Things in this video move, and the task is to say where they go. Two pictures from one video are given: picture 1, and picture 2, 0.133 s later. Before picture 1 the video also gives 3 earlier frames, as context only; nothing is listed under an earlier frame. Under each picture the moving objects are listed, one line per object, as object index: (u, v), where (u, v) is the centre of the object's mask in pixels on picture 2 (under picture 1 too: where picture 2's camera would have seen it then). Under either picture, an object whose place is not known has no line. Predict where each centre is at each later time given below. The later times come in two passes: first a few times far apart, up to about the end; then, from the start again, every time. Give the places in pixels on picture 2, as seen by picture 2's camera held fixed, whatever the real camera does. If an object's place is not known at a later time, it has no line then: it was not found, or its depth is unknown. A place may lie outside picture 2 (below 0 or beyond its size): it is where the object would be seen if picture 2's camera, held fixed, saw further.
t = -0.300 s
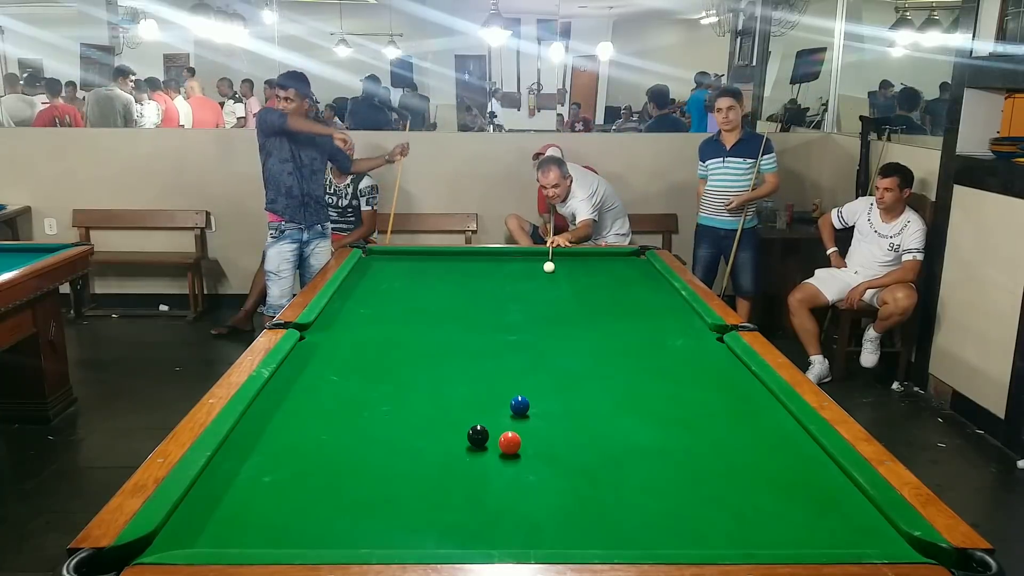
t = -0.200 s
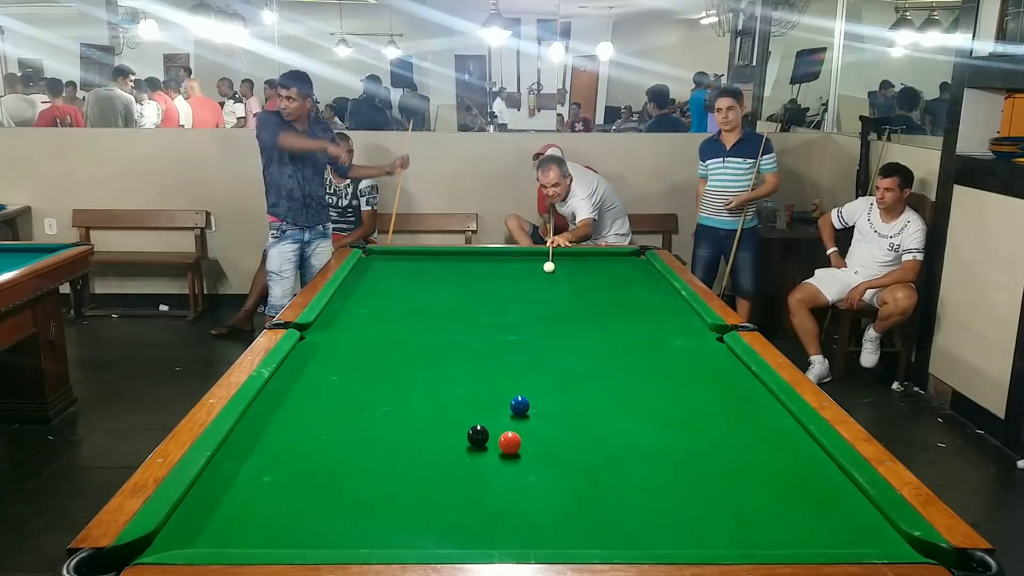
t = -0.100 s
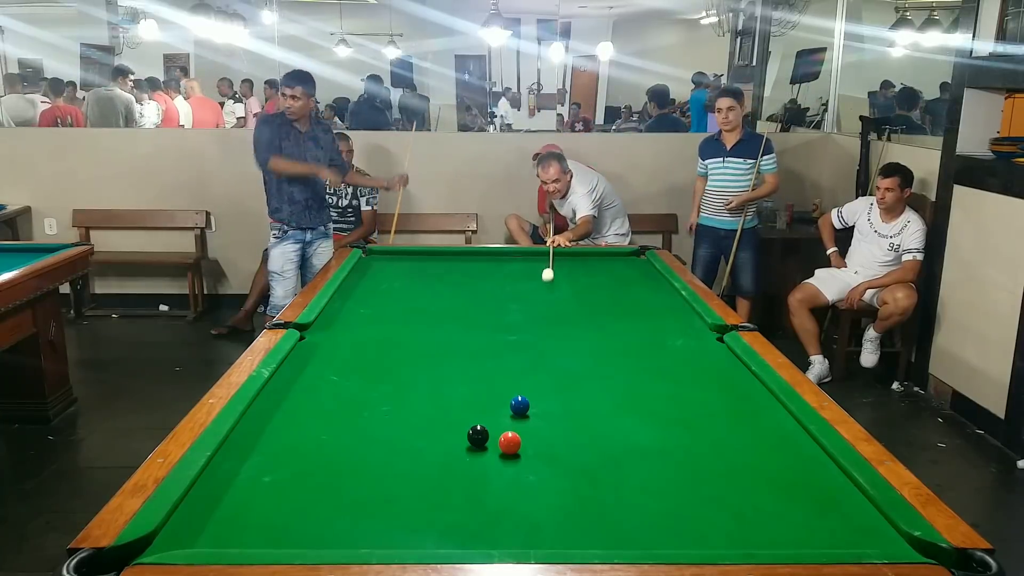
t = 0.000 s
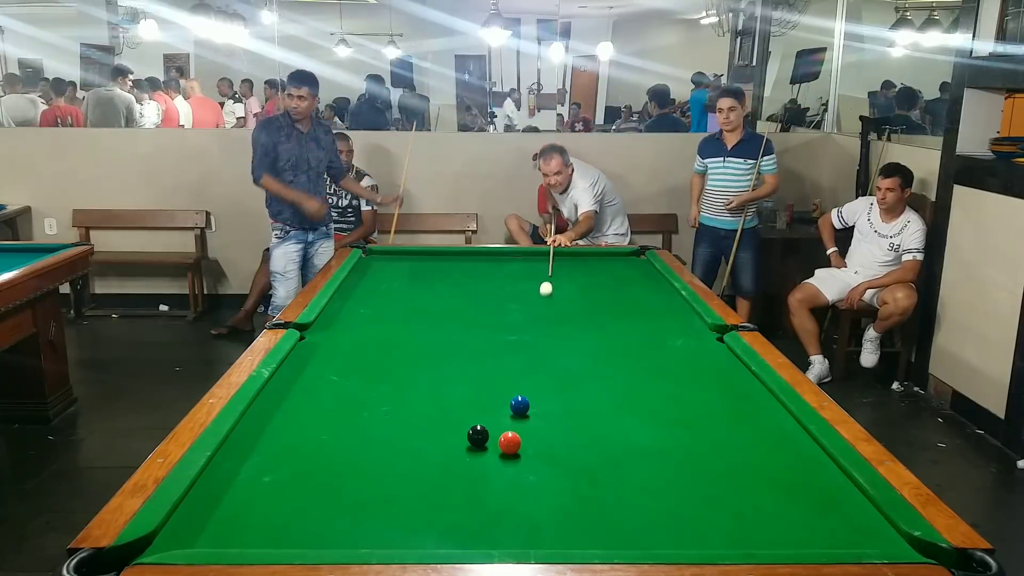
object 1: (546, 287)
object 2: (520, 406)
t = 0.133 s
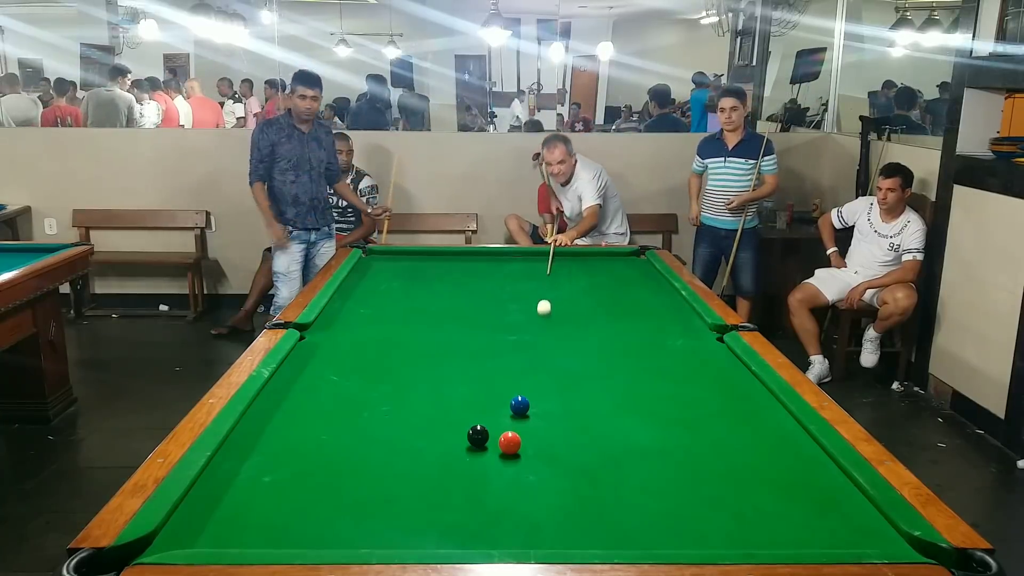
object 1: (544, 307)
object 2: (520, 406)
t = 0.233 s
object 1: (543, 323)
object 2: (520, 406)
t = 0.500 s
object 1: (539, 376)
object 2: (520, 406)
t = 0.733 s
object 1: (574, 437)
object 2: (487, 412)
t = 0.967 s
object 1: (653, 525)
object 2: (436, 422)
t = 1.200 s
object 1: (692, 484)
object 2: (385, 431)
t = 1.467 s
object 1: (711, 423)
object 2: (326, 442)
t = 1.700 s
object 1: (724, 383)
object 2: (276, 452)
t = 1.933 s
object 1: (724, 354)
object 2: (226, 461)
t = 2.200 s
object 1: (684, 330)
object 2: (246, 467)
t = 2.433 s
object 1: (655, 314)
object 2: (272, 471)
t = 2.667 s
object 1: (631, 299)
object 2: (295, 476)
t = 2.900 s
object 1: (611, 287)
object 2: (315, 479)
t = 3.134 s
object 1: (593, 277)
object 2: (333, 482)
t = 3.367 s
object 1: (579, 267)
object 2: (348, 485)
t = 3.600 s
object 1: (566, 259)
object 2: (360, 486)
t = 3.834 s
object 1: (555, 253)
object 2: (370, 487)
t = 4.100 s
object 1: (548, 259)
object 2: (378, 488)
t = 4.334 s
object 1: (542, 264)
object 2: (382, 489)
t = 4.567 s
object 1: (536, 268)
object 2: (383, 489)
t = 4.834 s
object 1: (528, 274)
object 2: (383, 489)
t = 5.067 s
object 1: (523, 279)
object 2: (383, 489)
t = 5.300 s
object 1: (517, 283)
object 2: (383, 489)
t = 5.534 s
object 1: (512, 288)
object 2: (383, 489)
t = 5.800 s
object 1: (506, 293)
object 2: (383, 489)
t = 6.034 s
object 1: (501, 297)
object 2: (383, 489)
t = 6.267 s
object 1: (497, 300)
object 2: (383, 489)
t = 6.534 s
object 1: (493, 304)
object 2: (383, 489)
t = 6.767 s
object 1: (490, 307)
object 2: (383, 489)
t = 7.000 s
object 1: (487, 310)
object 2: (383, 488)
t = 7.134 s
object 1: (486, 311)
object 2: (383, 488)
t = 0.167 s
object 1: (543, 312)
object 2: (520, 406)
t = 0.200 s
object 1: (543, 317)
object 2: (520, 406)
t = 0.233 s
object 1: (543, 323)
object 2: (520, 406)
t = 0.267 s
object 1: (542, 328)
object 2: (520, 406)
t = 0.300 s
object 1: (542, 334)
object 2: (520, 406)
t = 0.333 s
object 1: (541, 340)
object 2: (520, 406)
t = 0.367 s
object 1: (541, 347)
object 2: (520, 406)
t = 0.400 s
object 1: (540, 353)
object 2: (520, 406)
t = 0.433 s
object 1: (540, 361)
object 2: (520, 406)
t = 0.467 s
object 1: (539, 368)
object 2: (520, 406)
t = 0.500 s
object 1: (539, 376)
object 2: (520, 406)
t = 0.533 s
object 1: (538, 385)
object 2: (520, 406)
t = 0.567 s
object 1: (538, 393)
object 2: (520, 406)
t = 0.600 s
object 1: (539, 402)
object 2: (519, 406)
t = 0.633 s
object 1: (547, 410)
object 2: (510, 408)
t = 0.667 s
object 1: (556, 419)
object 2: (501, 409)
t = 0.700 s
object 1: (565, 428)
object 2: (494, 410)
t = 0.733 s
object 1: (574, 437)
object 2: (487, 412)
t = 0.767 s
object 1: (583, 448)
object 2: (479, 413)
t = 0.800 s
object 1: (593, 459)
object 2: (472, 415)
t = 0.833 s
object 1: (603, 471)
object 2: (465, 416)
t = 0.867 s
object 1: (615, 483)
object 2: (458, 417)
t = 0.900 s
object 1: (627, 497)
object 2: (450, 419)
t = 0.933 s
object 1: (640, 511)
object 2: (443, 420)
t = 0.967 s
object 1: (653, 525)
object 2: (436, 422)
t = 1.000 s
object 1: (666, 537)
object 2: (429, 423)
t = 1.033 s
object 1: (676, 536)
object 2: (421, 424)
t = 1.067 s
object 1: (680, 526)
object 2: (414, 426)
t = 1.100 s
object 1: (683, 514)
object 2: (407, 427)
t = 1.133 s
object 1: (686, 504)
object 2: (400, 428)
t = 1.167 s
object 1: (689, 494)
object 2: (392, 430)
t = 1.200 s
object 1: (692, 484)
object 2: (385, 431)
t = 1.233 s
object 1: (695, 475)
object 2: (378, 433)
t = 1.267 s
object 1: (697, 466)
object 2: (370, 434)
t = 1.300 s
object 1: (700, 458)
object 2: (363, 436)
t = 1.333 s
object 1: (702, 450)
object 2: (355, 437)
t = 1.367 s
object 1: (705, 443)
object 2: (348, 438)
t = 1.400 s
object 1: (707, 436)
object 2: (341, 440)
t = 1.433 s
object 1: (709, 429)
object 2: (334, 441)
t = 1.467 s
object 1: (711, 423)
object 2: (326, 442)
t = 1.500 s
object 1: (713, 416)
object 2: (319, 444)
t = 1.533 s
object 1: (715, 410)
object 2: (312, 445)
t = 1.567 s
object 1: (717, 404)
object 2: (304, 446)
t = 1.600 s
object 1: (719, 399)
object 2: (297, 448)
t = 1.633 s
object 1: (721, 394)
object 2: (290, 450)
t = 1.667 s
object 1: (722, 388)
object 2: (283, 451)
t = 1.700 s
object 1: (724, 383)
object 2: (276, 452)
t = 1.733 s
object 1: (726, 379)
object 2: (268, 453)
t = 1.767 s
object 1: (727, 374)
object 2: (261, 455)
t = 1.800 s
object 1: (728, 370)
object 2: (254, 456)
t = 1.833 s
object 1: (730, 365)
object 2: (247, 458)
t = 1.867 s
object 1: (731, 361)
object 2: (239, 459)
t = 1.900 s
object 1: (730, 357)
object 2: (233, 460)
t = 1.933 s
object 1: (724, 354)
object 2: (226, 461)
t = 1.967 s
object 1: (718, 351)
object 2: (220, 463)
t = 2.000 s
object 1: (713, 348)
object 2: (223, 463)
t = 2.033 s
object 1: (708, 345)
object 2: (227, 464)
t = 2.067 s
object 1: (703, 342)
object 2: (231, 465)
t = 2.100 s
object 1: (698, 339)
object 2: (234, 465)
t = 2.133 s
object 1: (693, 336)
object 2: (238, 466)
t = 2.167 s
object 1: (688, 333)
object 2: (242, 467)
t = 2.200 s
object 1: (684, 330)
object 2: (246, 467)
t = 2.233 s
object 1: (679, 328)
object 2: (250, 468)
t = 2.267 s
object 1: (675, 325)
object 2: (254, 469)
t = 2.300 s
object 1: (671, 323)
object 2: (258, 469)
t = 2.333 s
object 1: (666, 320)
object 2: (261, 470)
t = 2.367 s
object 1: (663, 318)
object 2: (265, 471)
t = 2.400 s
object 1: (659, 316)
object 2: (268, 471)
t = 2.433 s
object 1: (655, 314)
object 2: (272, 471)
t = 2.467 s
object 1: (651, 311)
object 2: (275, 472)
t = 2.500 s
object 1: (648, 309)
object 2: (278, 473)
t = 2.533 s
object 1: (644, 307)
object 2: (282, 473)
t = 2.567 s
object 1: (641, 305)
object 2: (285, 474)
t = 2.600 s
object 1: (637, 303)
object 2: (288, 475)
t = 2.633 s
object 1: (634, 301)
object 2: (292, 475)
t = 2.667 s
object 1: (631, 299)
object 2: (295, 476)
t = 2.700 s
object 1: (628, 297)
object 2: (298, 476)
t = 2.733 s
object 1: (625, 296)
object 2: (301, 477)
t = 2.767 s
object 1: (622, 294)
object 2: (304, 477)
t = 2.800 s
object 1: (619, 292)
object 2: (307, 478)
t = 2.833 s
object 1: (616, 290)
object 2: (310, 478)
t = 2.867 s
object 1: (613, 289)
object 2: (312, 479)
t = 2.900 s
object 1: (611, 287)
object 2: (315, 479)
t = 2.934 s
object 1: (608, 285)
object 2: (318, 480)
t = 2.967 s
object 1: (606, 284)
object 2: (320, 480)
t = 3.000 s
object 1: (603, 282)
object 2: (323, 481)
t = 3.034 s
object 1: (601, 281)
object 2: (326, 481)
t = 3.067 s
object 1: (598, 279)
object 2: (328, 482)
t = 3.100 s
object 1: (596, 278)
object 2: (330, 482)
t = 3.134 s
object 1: (593, 277)
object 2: (333, 482)
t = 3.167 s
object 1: (591, 275)
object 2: (335, 483)
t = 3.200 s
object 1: (589, 274)
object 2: (337, 483)
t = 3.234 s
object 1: (587, 273)
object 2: (340, 483)
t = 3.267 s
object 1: (585, 271)
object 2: (342, 484)
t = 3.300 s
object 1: (583, 270)
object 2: (344, 484)
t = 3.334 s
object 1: (581, 269)
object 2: (346, 484)
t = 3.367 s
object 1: (579, 267)
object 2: (348, 485)
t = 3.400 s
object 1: (577, 266)
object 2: (350, 485)
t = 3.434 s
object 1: (575, 265)
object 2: (351, 485)
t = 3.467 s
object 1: (573, 264)
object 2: (353, 485)
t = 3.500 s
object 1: (571, 263)
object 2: (355, 486)
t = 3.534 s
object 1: (570, 262)
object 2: (357, 486)
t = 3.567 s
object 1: (568, 261)
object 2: (359, 486)
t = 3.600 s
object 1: (566, 259)
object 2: (360, 486)
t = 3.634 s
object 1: (564, 258)
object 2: (362, 486)
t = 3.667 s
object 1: (563, 257)
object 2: (363, 487)
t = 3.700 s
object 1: (561, 256)
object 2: (365, 487)
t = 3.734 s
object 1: (560, 255)
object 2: (366, 487)
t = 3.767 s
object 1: (558, 254)
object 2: (368, 487)
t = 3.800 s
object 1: (557, 253)
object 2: (369, 487)
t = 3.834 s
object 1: (555, 253)
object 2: (370, 487)
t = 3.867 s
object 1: (554, 254)
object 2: (371, 488)
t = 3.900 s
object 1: (553, 254)
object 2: (372, 488)
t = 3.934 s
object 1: (552, 255)
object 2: (374, 488)
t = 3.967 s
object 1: (551, 256)
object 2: (375, 488)
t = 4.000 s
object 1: (551, 257)
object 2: (376, 488)
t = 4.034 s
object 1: (550, 257)
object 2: (376, 488)
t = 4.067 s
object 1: (549, 258)
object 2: (377, 488)
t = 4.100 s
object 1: (548, 259)
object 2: (378, 488)
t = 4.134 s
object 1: (547, 259)
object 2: (379, 488)
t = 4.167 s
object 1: (546, 260)
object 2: (380, 488)
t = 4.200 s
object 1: (545, 261)
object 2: (380, 489)
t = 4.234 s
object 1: (544, 261)
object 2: (381, 488)
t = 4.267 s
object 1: (544, 262)
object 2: (381, 489)
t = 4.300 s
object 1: (542, 263)
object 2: (382, 489)
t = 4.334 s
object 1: (542, 264)
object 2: (382, 489)
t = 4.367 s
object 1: (541, 264)
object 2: (382, 489)
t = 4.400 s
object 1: (540, 265)
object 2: (383, 489)
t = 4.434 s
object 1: (539, 266)
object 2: (383, 489)
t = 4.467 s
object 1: (538, 266)
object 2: (383, 489)
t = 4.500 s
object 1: (537, 267)
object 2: (383, 489)
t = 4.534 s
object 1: (536, 268)
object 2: (383, 489)
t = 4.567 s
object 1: (536, 268)
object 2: (383, 489)
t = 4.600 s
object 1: (535, 269)
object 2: (383, 489)
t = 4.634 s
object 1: (534, 270)
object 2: (383, 489)
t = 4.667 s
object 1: (533, 271)
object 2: (383, 489)
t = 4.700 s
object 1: (532, 271)
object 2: (383, 489)
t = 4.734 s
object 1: (531, 272)
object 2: (383, 489)
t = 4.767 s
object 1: (530, 273)
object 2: (383, 489)
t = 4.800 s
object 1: (529, 273)
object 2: (383, 489)
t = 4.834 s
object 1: (528, 274)
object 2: (383, 489)
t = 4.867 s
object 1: (528, 275)
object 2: (383, 489)
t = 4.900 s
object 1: (527, 275)
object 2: (383, 489)
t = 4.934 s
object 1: (526, 276)
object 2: (383, 489)
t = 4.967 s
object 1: (525, 277)
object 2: (383, 489)
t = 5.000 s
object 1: (524, 277)
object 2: (383, 489)
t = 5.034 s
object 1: (523, 278)
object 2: (383, 489)
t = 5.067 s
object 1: (523, 279)
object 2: (383, 489)
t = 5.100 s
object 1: (522, 279)
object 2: (383, 489)
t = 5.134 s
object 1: (521, 280)
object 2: (383, 489)
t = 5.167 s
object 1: (520, 281)
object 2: (383, 489)
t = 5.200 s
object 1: (519, 281)
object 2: (383, 489)
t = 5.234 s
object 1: (519, 282)
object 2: (383, 489)
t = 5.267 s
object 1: (518, 283)
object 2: (383, 489)
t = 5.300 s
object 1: (517, 283)
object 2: (383, 489)
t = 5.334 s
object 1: (516, 284)
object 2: (383, 489)
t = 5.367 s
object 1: (516, 285)
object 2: (383, 489)
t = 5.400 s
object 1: (515, 285)
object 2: (383, 489)
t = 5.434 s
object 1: (514, 286)
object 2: (383, 489)
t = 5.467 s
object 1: (513, 287)
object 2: (383, 489)
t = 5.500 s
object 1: (513, 287)
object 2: (383, 489)
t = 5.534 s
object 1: (512, 288)
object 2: (383, 489)
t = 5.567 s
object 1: (511, 289)
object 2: (383, 489)
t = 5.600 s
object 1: (510, 289)
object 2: (383, 489)
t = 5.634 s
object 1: (509, 290)
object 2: (383, 489)
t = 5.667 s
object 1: (509, 290)
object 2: (383, 489)
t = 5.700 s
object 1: (508, 291)
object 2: (383, 489)
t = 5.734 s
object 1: (507, 292)
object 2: (383, 489)
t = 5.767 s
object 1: (507, 292)
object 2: (383, 489)
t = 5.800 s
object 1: (506, 293)
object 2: (383, 489)
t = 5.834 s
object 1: (505, 293)
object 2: (383, 489)
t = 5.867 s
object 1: (505, 294)
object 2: (383, 489)
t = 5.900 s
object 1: (504, 295)
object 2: (383, 489)
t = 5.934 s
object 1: (503, 295)
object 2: (383, 489)
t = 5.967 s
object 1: (503, 296)
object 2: (383, 489)
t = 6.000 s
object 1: (502, 296)
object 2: (383, 489)
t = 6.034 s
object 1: (501, 297)
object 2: (383, 489)
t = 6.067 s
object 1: (501, 297)
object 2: (383, 489)
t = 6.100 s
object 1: (500, 298)
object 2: (383, 489)
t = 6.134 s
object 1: (500, 298)
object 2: (383, 489)
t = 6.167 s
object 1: (499, 299)
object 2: (383, 489)
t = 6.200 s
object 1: (498, 299)
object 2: (383, 489)
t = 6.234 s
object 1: (498, 300)
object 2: (383, 489)
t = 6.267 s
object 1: (497, 300)
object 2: (383, 489)
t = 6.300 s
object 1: (497, 301)
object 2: (383, 489)
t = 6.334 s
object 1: (496, 301)
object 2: (383, 489)
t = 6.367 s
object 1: (496, 302)
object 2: (383, 489)
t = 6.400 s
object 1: (495, 302)
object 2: (383, 489)
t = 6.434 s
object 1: (494, 303)
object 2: (383, 489)
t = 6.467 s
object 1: (494, 303)
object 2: (383, 489)
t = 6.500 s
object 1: (493, 304)
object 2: (383, 489)
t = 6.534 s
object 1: (493, 304)
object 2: (383, 489)
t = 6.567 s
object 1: (492, 305)
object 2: (383, 489)
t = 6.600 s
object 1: (492, 305)
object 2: (383, 489)
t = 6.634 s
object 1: (491, 305)
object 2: (383, 489)
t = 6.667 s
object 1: (491, 306)
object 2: (383, 489)
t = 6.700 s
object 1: (491, 306)
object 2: (383, 489)
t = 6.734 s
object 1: (490, 307)
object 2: (383, 489)
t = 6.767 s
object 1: (490, 307)
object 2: (383, 489)
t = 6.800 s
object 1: (489, 308)
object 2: (383, 489)
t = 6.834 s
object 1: (489, 308)
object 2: (383, 489)
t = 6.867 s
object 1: (489, 308)
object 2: (383, 489)
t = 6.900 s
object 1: (488, 309)
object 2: (383, 489)
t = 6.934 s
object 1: (488, 309)
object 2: (383, 488)
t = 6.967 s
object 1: (488, 310)
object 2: (383, 488)
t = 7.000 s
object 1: (487, 310)
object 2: (383, 488)
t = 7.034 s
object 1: (487, 310)
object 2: (383, 488)
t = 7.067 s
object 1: (487, 311)
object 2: (383, 488)
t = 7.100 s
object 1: (487, 311)
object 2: (383, 488)
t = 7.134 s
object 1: (486, 311)
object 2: (383, 488)
